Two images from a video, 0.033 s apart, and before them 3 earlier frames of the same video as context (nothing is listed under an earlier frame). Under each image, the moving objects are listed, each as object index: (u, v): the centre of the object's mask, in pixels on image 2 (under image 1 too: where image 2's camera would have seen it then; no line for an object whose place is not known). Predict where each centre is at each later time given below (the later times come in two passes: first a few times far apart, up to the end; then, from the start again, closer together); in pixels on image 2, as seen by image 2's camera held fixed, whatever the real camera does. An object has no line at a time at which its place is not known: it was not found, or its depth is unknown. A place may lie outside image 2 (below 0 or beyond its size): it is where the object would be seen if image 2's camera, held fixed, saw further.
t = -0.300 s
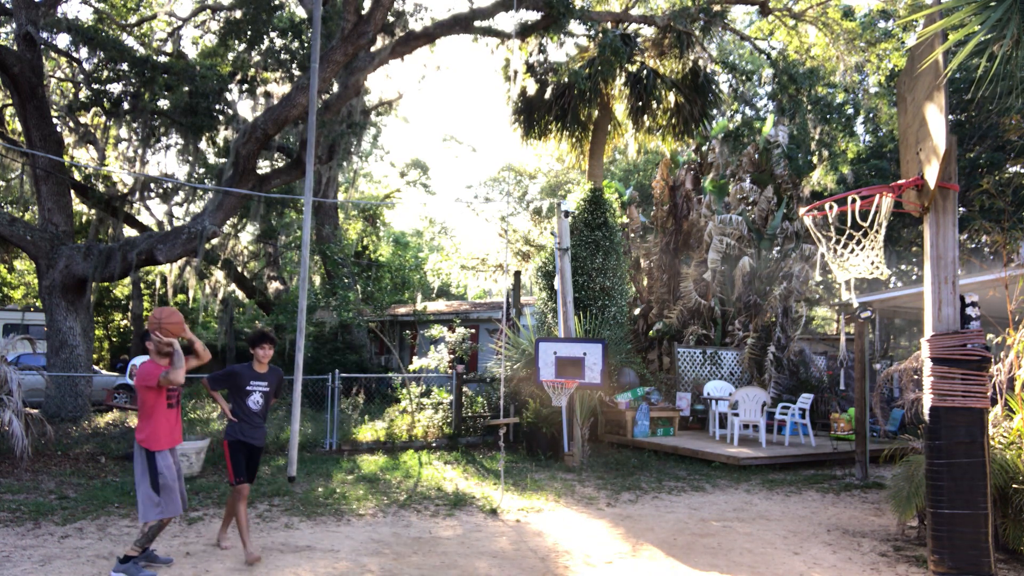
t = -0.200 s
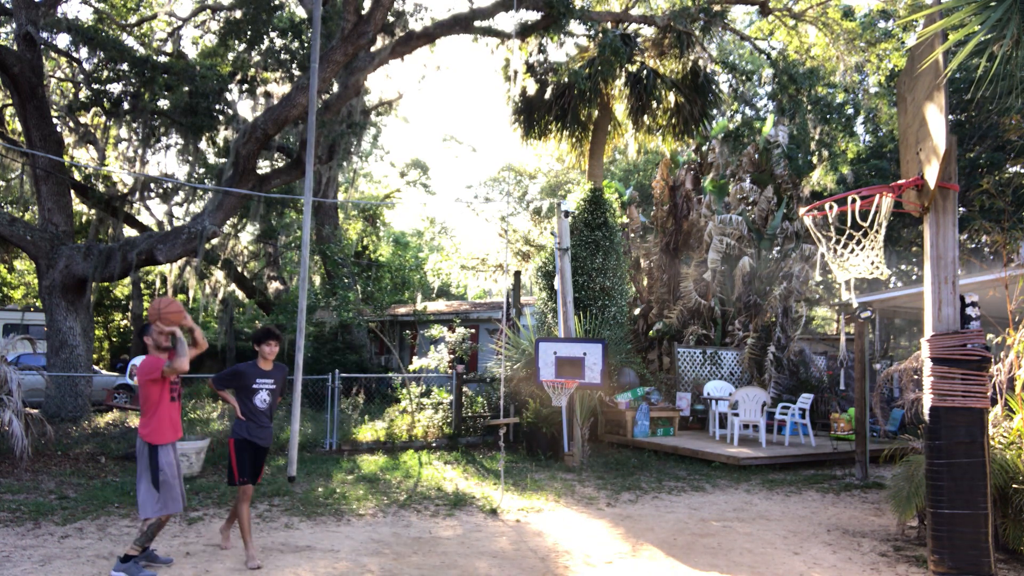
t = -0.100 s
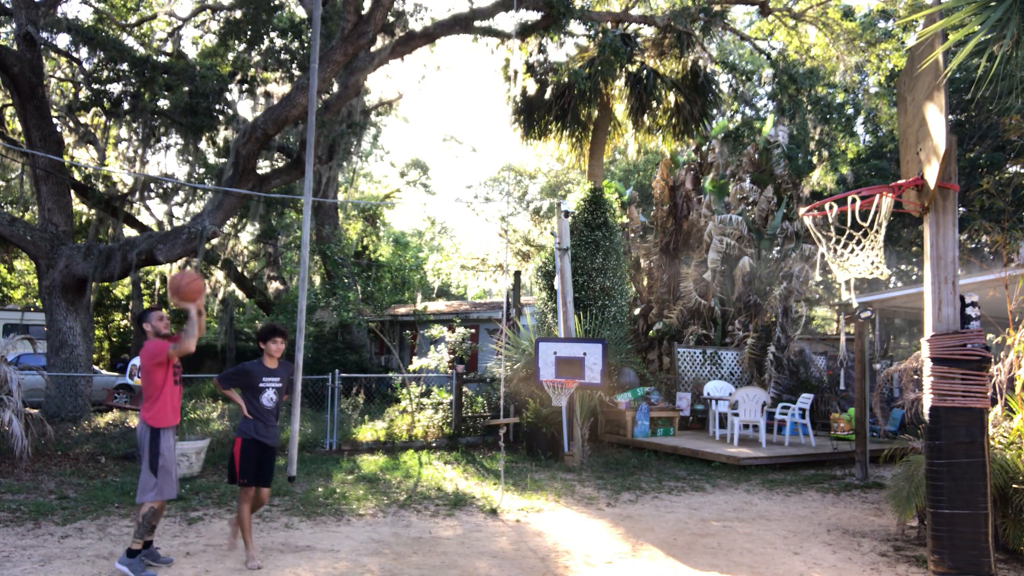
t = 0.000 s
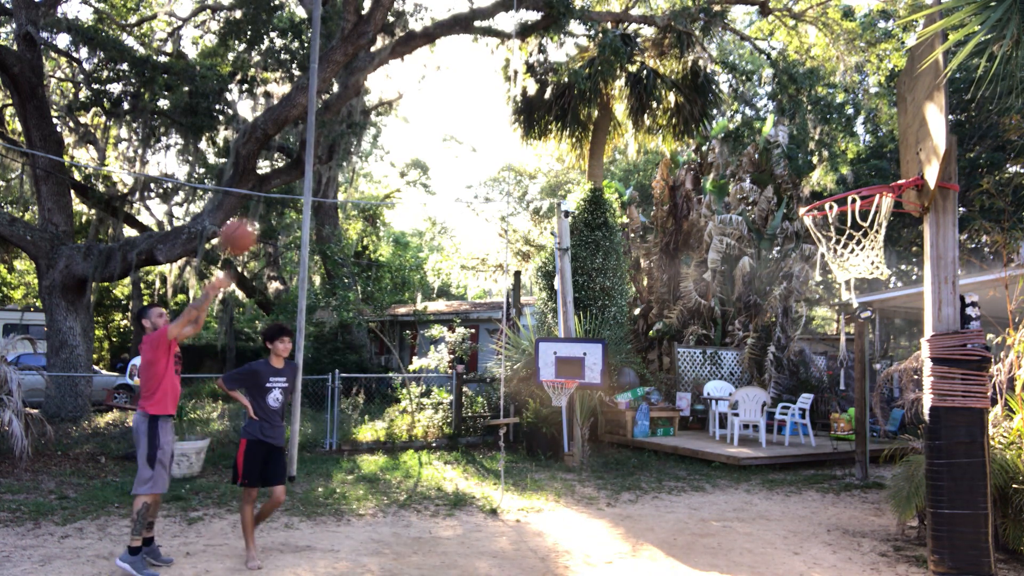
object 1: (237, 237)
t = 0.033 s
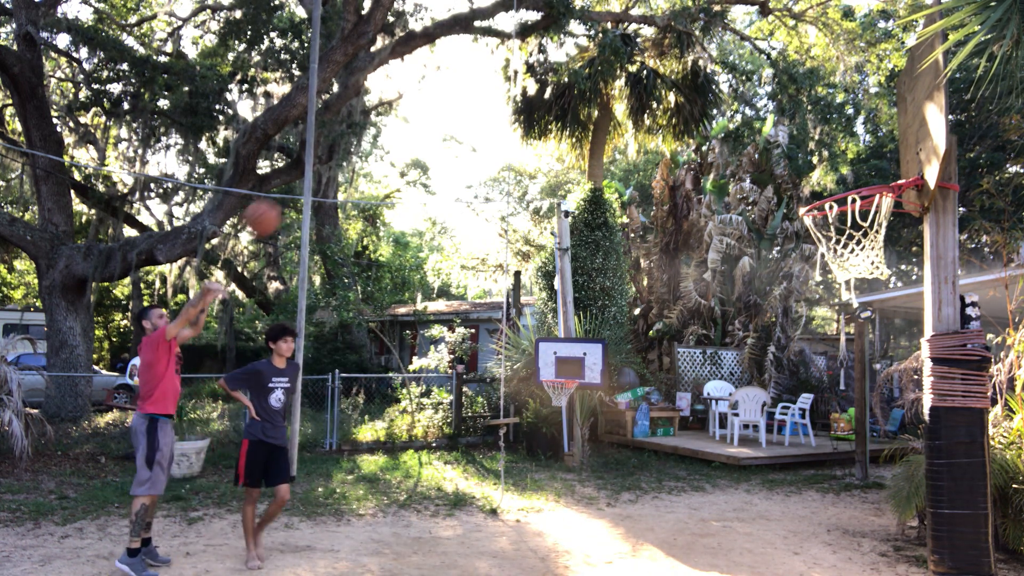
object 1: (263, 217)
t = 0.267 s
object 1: (427, 137)
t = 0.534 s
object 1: (629, 133)
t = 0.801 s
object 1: (760, 193)
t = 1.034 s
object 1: (673, 206)
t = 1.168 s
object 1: (626, 247)
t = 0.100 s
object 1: (308, 186)
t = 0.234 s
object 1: (402, 144)
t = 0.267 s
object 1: (427, 137)
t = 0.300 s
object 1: (450, 132)
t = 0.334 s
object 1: (475, 126)
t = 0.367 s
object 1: (501, 122)
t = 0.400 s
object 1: (527, 121)
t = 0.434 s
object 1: (549, 121)
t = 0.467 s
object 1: (574, 123)
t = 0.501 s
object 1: (598, 127)
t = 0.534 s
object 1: (629, 133)
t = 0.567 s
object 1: (655, 142)
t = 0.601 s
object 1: (683, 151)
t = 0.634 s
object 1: (712, 162)
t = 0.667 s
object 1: (740, 176)
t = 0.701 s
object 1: (762, 188)
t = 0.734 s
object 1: (789, 205)
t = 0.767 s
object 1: (774, 198)
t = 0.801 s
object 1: (760, 193)
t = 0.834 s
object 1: (746, 189)
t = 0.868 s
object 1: (733, 188)
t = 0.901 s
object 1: (720, 188)
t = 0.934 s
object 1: (707, 190)
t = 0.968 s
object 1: (695, 194)
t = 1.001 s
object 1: (683, 199)
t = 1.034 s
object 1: (673, 206)
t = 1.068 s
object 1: (660, 214)
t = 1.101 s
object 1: (649, 223)
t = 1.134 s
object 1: (637, 234)
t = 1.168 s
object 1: (626, 247)
